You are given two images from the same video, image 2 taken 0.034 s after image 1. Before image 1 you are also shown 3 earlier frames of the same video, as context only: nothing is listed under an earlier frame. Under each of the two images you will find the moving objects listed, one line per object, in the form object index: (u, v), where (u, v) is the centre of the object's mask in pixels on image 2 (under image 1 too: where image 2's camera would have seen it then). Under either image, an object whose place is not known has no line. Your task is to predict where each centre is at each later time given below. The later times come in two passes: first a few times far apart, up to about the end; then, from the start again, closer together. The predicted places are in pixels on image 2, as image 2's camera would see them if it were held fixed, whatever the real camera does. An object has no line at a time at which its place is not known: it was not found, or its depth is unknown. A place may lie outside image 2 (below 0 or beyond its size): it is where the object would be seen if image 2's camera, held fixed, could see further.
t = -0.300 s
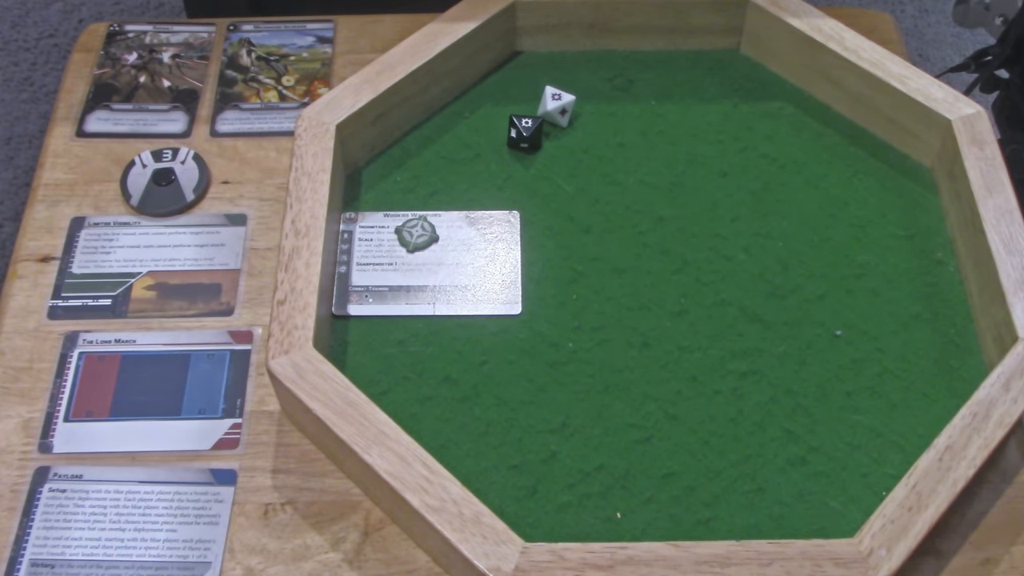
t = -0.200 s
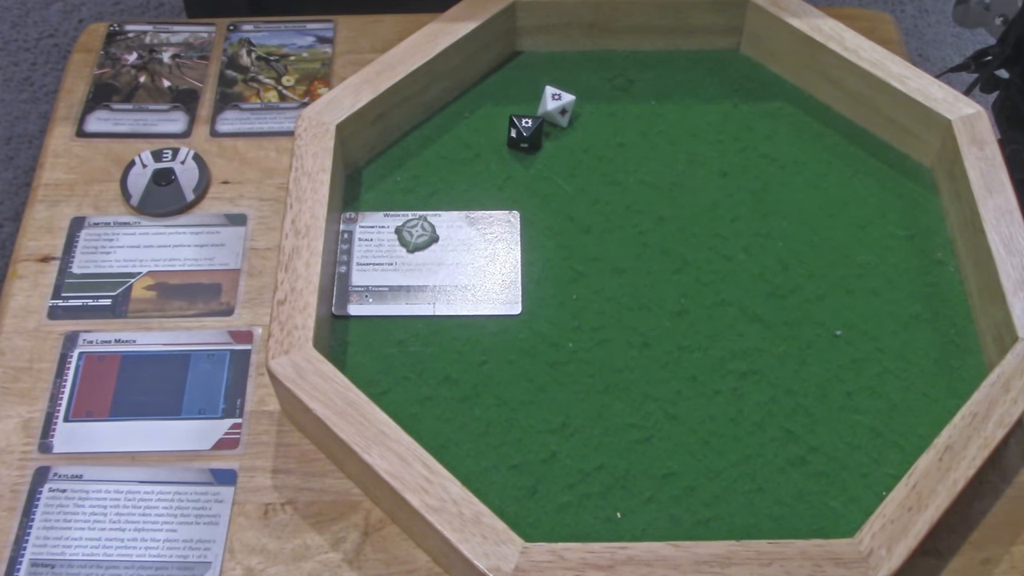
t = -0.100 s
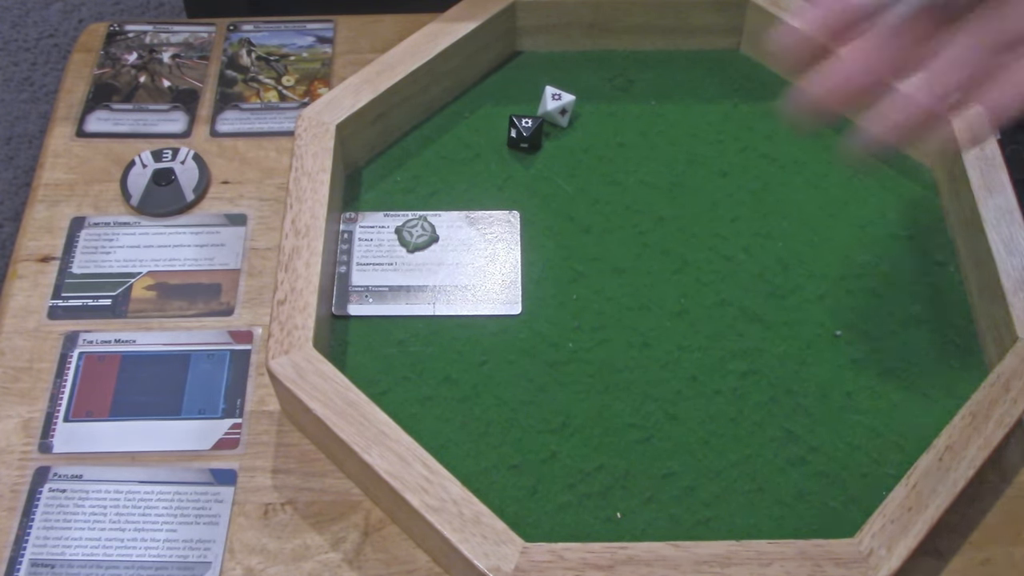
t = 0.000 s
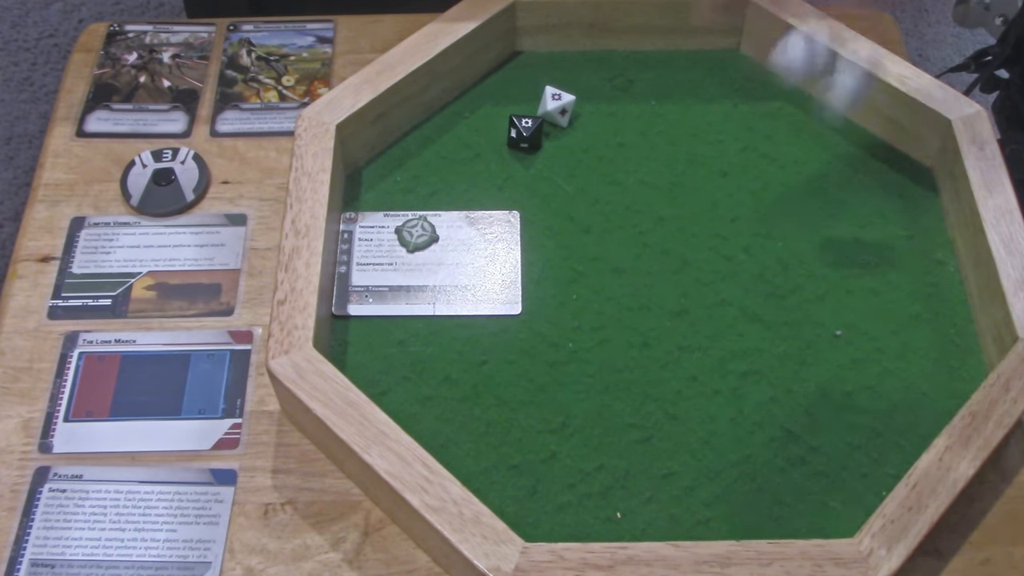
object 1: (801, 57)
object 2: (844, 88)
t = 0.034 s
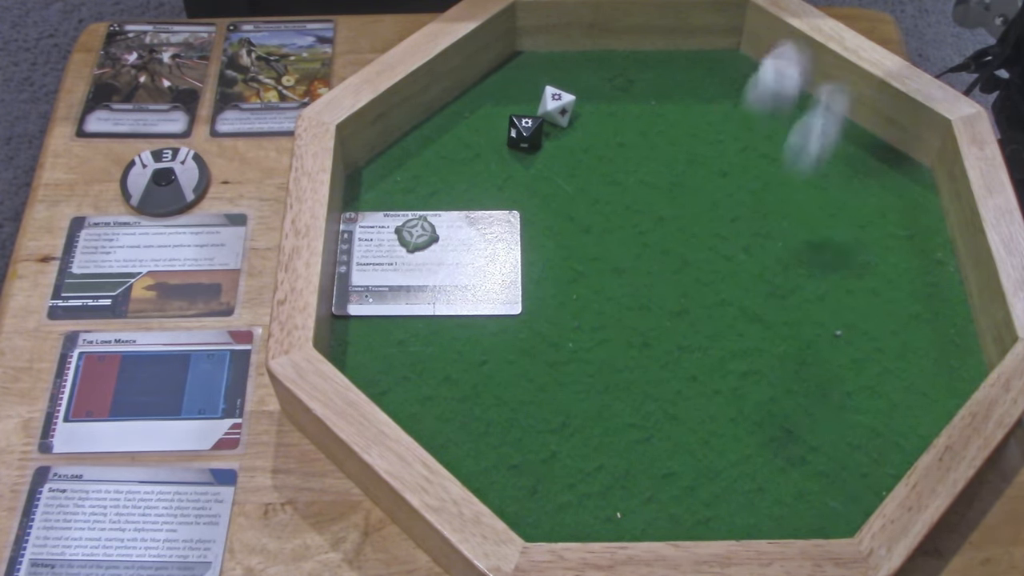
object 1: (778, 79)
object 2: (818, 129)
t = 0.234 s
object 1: (687, 307)
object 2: (864, 366)
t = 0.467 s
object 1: (606, 468)
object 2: (841, 407)
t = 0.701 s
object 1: (557, 478)
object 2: (826, 413)
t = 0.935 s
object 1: (572, 475)
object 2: (826, 412)
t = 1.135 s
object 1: (572, 475)
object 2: (826, 412)
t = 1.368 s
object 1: (572, 475)
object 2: (826, 412)
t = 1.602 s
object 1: (572, 475)
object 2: (826, 412)
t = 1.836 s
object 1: (573, 476)
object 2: (826, 412)
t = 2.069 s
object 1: (572, 475)
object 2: (826, 412)
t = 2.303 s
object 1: (573, 476)
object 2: (826, 412)
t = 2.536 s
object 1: (572, 475)
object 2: (826, 412)
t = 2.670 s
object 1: (572, 475)
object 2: (826, 412)
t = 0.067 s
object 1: (755, 119)
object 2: (784, 197)
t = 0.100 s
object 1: (725, 179)
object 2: (762, 255)
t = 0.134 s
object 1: (697, 246)
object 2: (782, 270)
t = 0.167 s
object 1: (691, 267)
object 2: (802, 299)
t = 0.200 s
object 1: (690, 277)
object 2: (827, 332)
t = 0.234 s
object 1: (687, 307)
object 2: (864, 366)
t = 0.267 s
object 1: (678, 355)
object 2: (900, 402)
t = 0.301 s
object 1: (672, 391)
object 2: (912, 412)
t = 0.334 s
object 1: (662, 400)
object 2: (890, 406)
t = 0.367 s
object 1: (651, 423)
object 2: (870, 408)
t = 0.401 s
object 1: (638, 445)
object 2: (857, 407)
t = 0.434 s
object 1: (623, 458)
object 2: (848, 409)
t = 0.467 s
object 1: (606, 468)
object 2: (841, 407)
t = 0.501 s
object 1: (591, 472)
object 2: (834, 409)
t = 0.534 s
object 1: (577, 476)
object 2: (827, 413)
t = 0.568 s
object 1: (566, 481)
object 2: (826, 415)
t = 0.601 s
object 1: (562, 481)
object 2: (826, 412)
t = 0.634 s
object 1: (559, 480)
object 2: (826, 411)
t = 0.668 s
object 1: (557, 478)
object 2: (826, 413)
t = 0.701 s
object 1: (557, 478)
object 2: (826, 413)
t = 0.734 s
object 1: (559, 478)
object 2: (826, 412)
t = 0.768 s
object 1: (563, 478)
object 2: (826, 412)
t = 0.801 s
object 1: (572, 475)
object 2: (826, 412)
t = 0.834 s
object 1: (576, 472)
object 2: (826, 412)
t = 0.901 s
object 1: (572, 475)
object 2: (826, 412)
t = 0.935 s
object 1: (572, 475)
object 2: (826, 412)
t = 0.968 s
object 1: (573, 475)
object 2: (826, 412)
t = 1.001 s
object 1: (572, 475)
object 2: (826, 412)
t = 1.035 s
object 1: (572, 475)
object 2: (826, 412)
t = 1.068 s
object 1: (572, 475)
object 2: (826, 412)
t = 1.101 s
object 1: (572, 475)
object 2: (826, 412)
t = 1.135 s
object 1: (572, 475)
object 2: (826, 412)
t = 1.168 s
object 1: (573, 475)
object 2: (826, 412)
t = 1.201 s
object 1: (573, 475)
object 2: (826, 412)
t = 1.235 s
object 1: (572, 475)
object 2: (826, 412)
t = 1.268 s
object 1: (572, 475)
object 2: (826, 412)
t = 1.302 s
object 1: (572, 475)
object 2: (826, 412)
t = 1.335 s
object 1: (573, 475)
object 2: (826, 412)
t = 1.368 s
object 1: (572, 475)
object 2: (826, 412)
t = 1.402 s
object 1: (573, 475)
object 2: (826, 412)
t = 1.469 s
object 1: (572, 475)
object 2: (826, 412)
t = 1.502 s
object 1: (572, 475)
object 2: (826, 412)
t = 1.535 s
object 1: (572, 475)
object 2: (826, 412)
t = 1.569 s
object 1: (573, 475)
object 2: (826, 412)
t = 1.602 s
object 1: (572, 475)
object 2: (826, 412)
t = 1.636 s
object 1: (572, 475)
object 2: (826, 412)
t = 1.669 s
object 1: (573, 475)
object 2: (826, 412)
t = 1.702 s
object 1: (572, 475)
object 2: (826, 412)
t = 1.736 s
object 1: (572, 475)
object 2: (826, 412)
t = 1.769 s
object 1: (572, 475)
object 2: (826, 413)
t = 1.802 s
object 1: (573, 475)
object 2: (826, 412)
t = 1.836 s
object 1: (573, 476)
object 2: (826, 412)
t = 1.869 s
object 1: (572, 475)
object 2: (826, 412)
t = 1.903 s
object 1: (572, 475)
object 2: (826, 412)
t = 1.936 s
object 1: (572, 476)
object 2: (826, 412)
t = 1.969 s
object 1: (572, 475)
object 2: (826, 412)
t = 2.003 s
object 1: (572, 475)
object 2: (826, 412)
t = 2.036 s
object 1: (572, 475)
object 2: (826, 412)
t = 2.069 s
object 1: (572, 475)
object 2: (826, 412)
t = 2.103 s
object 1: (572, 476)
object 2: (826, 413)
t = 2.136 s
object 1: (573, 475)
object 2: (826, 412)
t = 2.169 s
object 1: (573, 475)
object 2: (826, 412)
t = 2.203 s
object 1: (573, 475)
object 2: (826, 412)
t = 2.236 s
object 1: (573, 475)
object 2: (826, 412)
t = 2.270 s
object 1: (572, 475)
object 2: (826, 412)
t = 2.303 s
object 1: (573, 476)
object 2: (826, 412)
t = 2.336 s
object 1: (572, 475)
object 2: (826, 413)
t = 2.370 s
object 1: (572, 475)
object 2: (826, 412)
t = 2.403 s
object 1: (573, 475)
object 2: (826, 412)
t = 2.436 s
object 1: (573, 475)
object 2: (826, 412)
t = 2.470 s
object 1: (572, 475)
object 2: (826, 412)
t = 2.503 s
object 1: (572, 475)
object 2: (826, 412)
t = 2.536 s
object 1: (572, 475)
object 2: (826, 412)
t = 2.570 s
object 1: (572, 475)
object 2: (826, 412)
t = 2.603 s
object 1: (572, 476)
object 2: (826, 412)
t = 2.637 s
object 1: (573, 475)
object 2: (826, 412)
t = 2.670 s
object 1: (572, 475)
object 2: (826, 412)
